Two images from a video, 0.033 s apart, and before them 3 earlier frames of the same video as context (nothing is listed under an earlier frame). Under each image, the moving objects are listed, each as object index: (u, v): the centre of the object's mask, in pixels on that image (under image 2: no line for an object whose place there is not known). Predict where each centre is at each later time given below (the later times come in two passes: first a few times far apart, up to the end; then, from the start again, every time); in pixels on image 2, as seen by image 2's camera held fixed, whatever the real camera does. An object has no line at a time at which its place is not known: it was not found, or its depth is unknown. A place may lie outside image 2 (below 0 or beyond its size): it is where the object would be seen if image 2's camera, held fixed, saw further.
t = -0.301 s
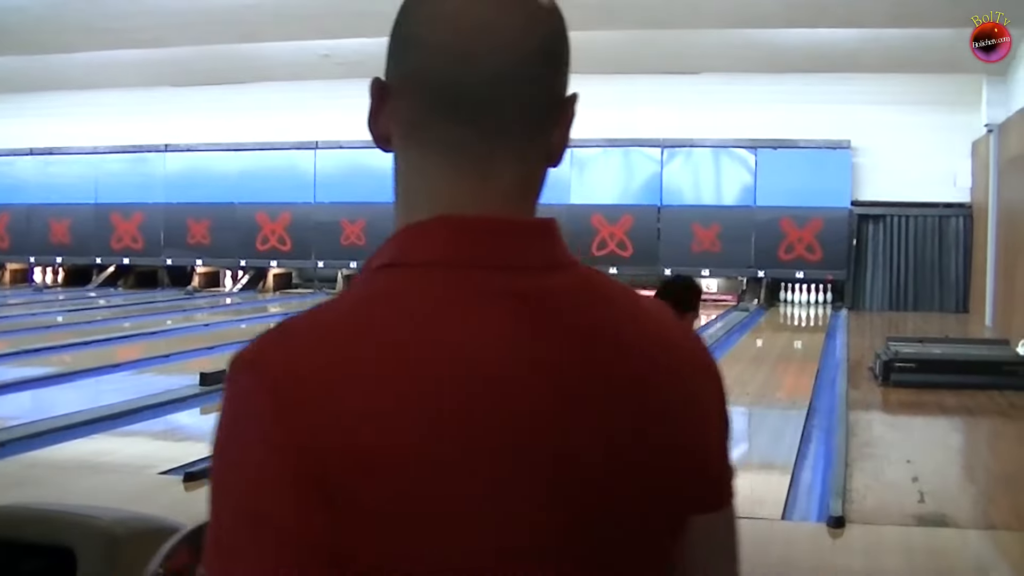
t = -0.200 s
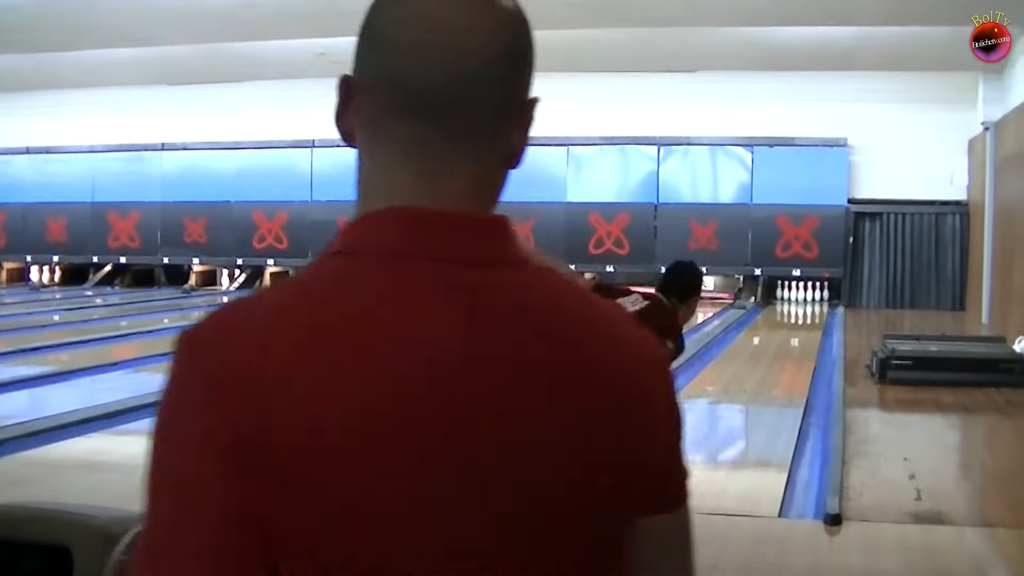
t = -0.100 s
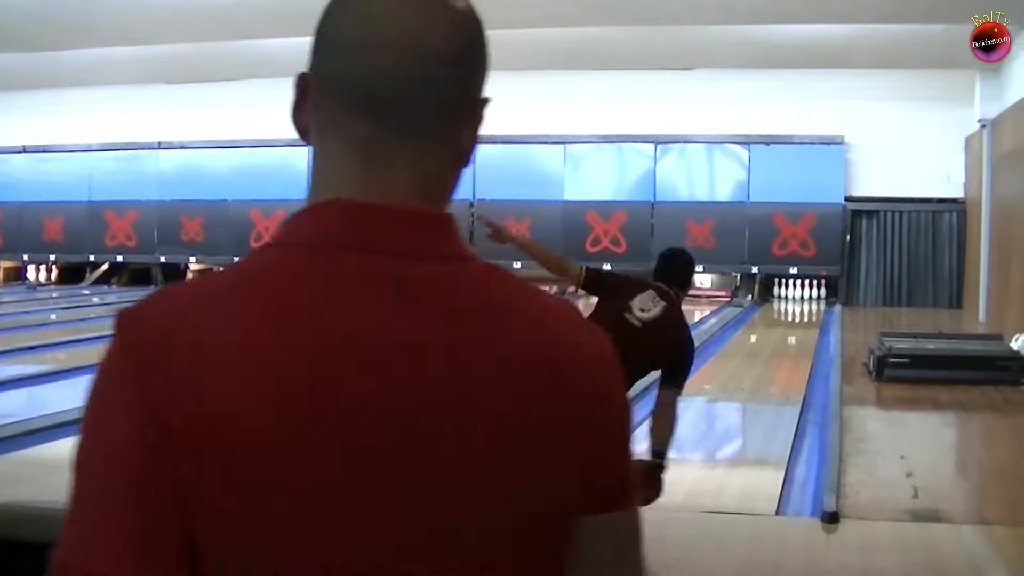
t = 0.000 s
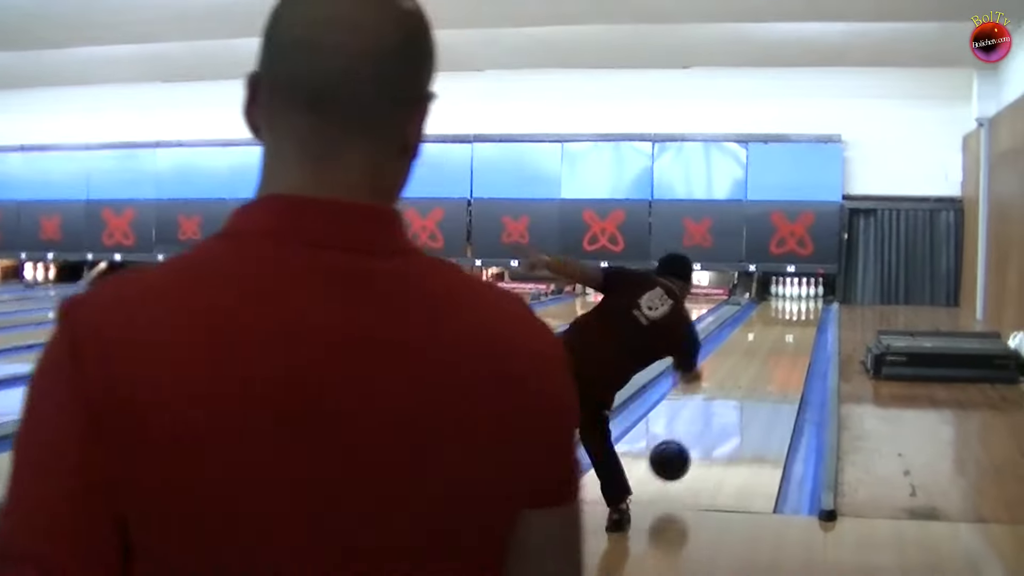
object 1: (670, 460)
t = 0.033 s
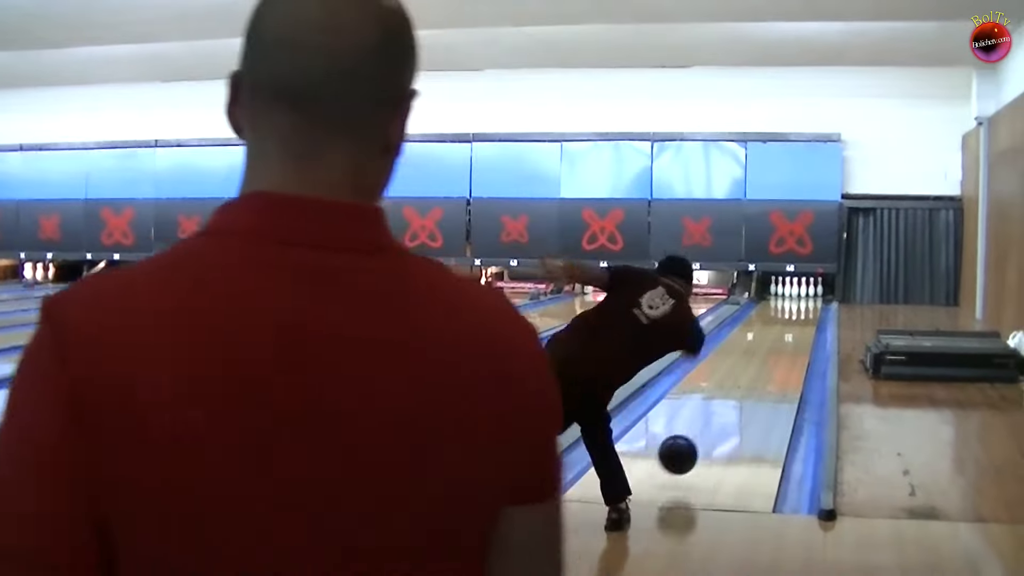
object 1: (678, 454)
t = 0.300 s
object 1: (729, 410)
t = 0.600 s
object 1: (763, 372)
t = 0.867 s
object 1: (782, 349)
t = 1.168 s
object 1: (797, 331)
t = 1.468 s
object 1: (805, 318)
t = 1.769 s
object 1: (810, 308)
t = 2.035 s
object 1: (809, 301)
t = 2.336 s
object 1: (801, 294)
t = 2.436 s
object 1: (799, 293)
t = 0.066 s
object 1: (686, 451)
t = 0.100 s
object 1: (693, 449)
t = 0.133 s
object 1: (700, 440)
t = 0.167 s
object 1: (707, 434)
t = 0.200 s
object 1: (713, 427)
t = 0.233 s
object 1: (719, 421)
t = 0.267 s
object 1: (724, 416)
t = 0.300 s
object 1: (729, 410)
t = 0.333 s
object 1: (734, 405)
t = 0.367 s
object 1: (738, 400)
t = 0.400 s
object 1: (742, 395)
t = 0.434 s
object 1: (746, 391)
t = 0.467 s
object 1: (750, 387)
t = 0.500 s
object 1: (754, 382)
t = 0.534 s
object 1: (757, 379)
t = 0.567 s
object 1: (760, 375)
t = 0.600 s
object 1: (763, 372)
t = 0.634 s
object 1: (766, 369)
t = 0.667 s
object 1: (768, 366)
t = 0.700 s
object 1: (771, 363)
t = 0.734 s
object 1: (774, 360)
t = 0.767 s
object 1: (776, 357)
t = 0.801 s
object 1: (778, 354)
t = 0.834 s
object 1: (780, 352)
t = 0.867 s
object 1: (782, 349)
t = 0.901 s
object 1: (784, 347)
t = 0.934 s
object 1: (786, 345)
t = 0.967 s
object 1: (788, 343)
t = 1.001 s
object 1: (790, 341)
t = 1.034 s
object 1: (791, 339)
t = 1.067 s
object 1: (793, 337)
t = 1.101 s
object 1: (794, 335)
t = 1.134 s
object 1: (795, 333)
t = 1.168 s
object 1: (797, 331)
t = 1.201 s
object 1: (798, 330)
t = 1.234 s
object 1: (799, 328)
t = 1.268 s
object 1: (800, 326)
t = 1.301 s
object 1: (801, 325)
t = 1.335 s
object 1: (803, 323)
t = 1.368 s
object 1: (803, 322)
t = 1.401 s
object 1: (804, 320)
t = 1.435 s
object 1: (805, 319)
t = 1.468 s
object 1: (805, 318)
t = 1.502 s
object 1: (806, 316)
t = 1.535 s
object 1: (807, 315)
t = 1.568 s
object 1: (808, 314)
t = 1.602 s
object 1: (808, 313)
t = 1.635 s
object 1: (809, 312)
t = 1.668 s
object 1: (809, 311)
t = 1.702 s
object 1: (810, 310)
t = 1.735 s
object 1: (810, 309)
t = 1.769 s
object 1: (810, 308)
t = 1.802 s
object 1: (810, 307)
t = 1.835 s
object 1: (810, 306)
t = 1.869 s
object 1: (810, 305)
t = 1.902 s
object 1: (810, 304)
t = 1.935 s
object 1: (810, 304)
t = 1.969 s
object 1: (809, 303)
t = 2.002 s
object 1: (810, 302)
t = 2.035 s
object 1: (809, 301)
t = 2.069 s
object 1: (808, 300)
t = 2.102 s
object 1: (807, 299)
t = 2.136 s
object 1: (806, 298)
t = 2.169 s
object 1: (805, 298)
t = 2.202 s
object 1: (804, 297)
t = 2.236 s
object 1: (804, 297)
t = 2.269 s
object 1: (803, 295)
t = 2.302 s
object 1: (803, 295)
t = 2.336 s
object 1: (801, 294)
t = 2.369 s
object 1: (799, 294)
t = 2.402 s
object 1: (799, 293)
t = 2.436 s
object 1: (799, 293)
